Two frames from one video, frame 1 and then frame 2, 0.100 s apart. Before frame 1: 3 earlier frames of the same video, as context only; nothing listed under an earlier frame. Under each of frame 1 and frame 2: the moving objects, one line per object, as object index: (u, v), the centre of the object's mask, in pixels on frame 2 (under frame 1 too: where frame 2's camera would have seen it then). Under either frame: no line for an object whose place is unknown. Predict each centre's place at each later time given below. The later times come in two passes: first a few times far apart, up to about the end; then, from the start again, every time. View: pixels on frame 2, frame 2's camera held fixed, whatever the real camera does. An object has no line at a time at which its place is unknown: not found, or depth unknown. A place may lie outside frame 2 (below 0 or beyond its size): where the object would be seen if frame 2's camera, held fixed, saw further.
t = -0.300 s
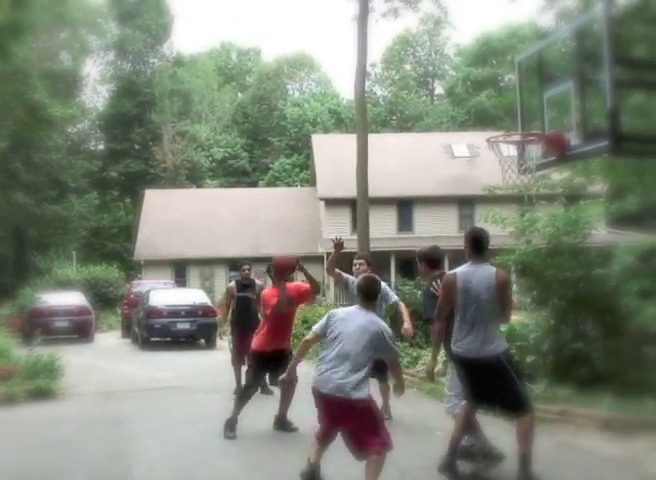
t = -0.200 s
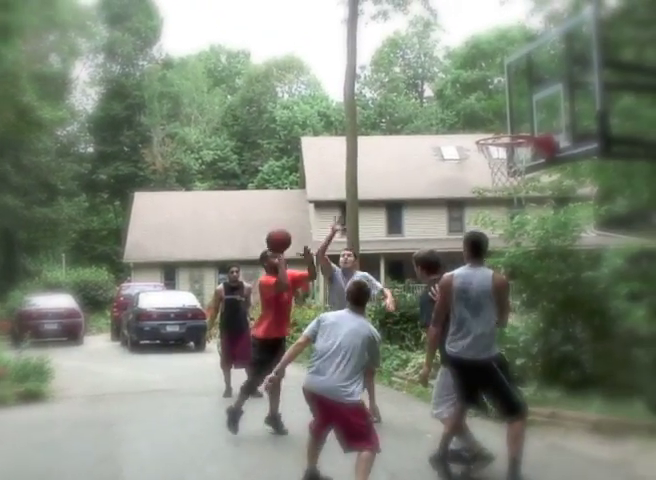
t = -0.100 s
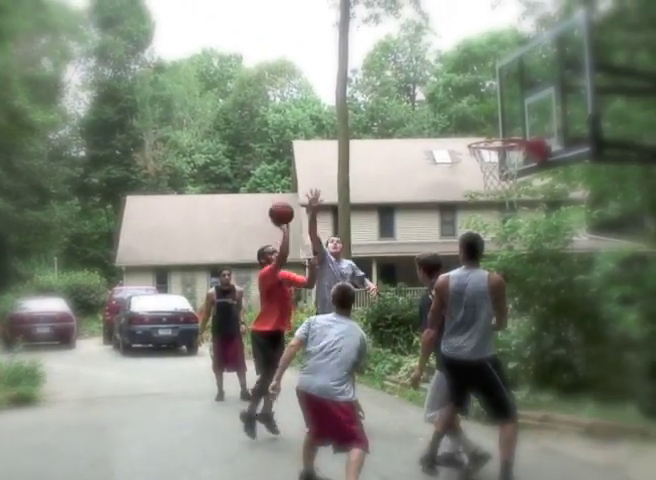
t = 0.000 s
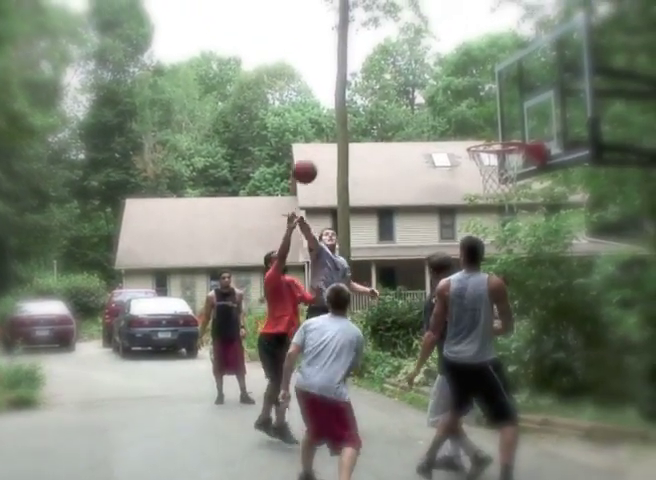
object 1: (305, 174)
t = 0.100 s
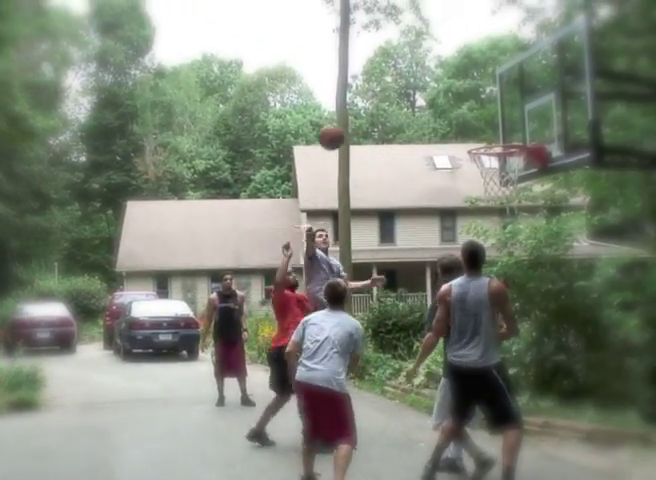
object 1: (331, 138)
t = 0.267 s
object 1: (377, 97)
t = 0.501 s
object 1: (446, 89)
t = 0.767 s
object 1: (521, 124)
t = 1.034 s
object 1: (508, 99)
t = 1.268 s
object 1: (492, 147)
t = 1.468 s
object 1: (488, 227)
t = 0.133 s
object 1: (340, 128)
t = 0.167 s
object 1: (348, 118)
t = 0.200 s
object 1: (357, 110)
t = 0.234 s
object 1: (367, 103)
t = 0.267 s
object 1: (377, 97)
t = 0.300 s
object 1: (386, 92)
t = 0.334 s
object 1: (395, 89)
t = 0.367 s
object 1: (405, 85)
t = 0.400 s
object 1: (415, 85)
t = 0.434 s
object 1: (426, 84)
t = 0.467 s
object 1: (436, 85)
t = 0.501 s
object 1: (446, 89)
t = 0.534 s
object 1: (456, 91)
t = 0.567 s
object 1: (466, 94)
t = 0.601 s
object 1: (477, 102)
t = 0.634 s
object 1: (489, 109)
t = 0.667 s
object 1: (499, 118)
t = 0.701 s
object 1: (511, 128)
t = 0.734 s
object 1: (520, 134)
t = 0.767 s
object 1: (521, 124)
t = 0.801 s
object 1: (522, 115)
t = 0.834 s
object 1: (521, 109)
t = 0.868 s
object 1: (519, 104)
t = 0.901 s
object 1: (516, 100)
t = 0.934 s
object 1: (514, 98)
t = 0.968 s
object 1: (512, 97)
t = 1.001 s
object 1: (510, 98)
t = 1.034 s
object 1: (508, 99)
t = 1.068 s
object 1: (506, 102)
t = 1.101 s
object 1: (503, 107)
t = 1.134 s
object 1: (501, 113)
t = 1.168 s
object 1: (500, 119)
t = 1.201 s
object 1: (498, 127)
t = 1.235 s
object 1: (495, 134)
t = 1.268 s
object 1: (492, 147)
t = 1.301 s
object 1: (491, 161)
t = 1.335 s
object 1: (490, 173)
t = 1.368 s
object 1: (489, 186)
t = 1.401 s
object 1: (490, 198)
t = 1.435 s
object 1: (489, 211)
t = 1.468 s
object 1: (488, 227)
